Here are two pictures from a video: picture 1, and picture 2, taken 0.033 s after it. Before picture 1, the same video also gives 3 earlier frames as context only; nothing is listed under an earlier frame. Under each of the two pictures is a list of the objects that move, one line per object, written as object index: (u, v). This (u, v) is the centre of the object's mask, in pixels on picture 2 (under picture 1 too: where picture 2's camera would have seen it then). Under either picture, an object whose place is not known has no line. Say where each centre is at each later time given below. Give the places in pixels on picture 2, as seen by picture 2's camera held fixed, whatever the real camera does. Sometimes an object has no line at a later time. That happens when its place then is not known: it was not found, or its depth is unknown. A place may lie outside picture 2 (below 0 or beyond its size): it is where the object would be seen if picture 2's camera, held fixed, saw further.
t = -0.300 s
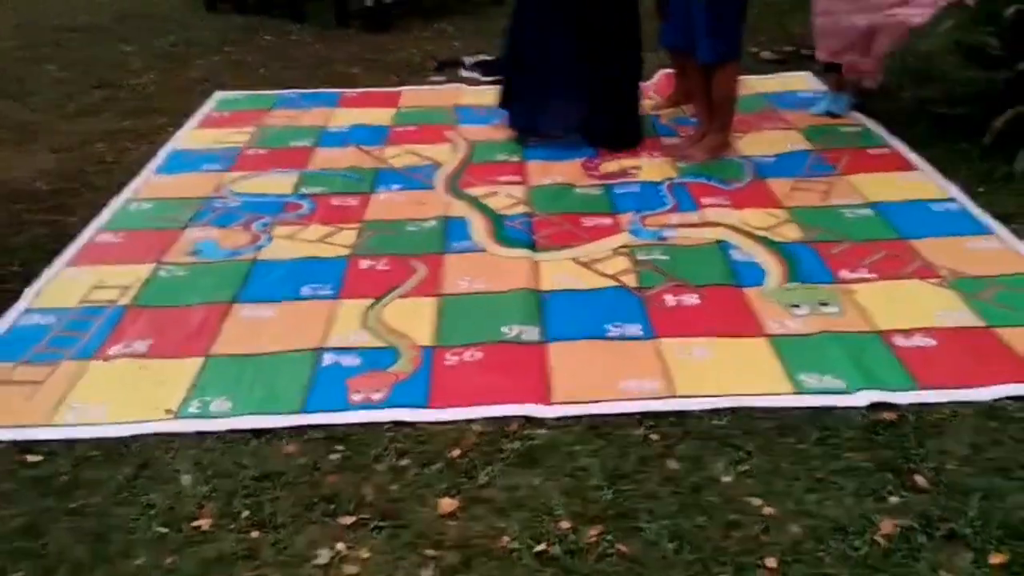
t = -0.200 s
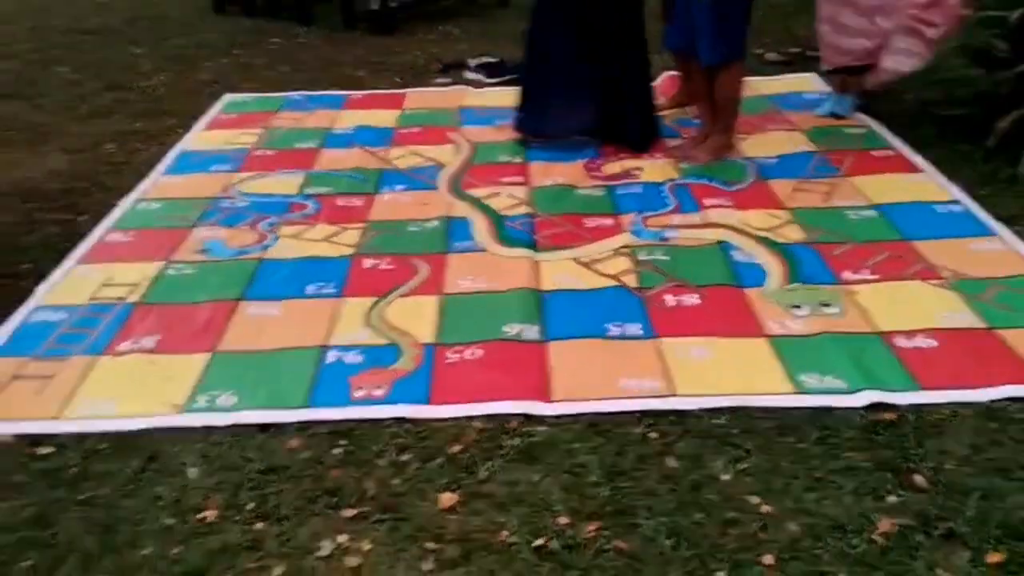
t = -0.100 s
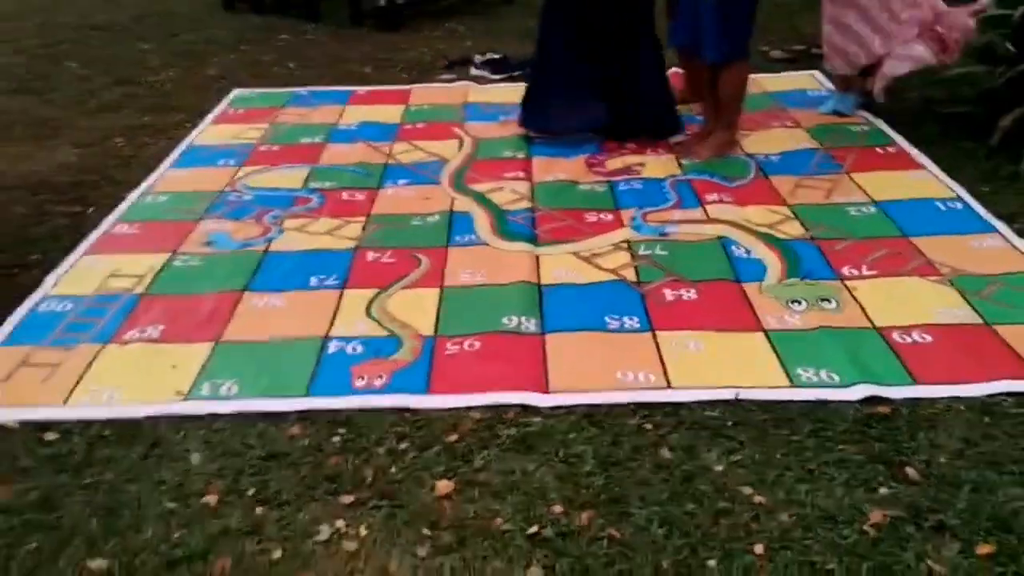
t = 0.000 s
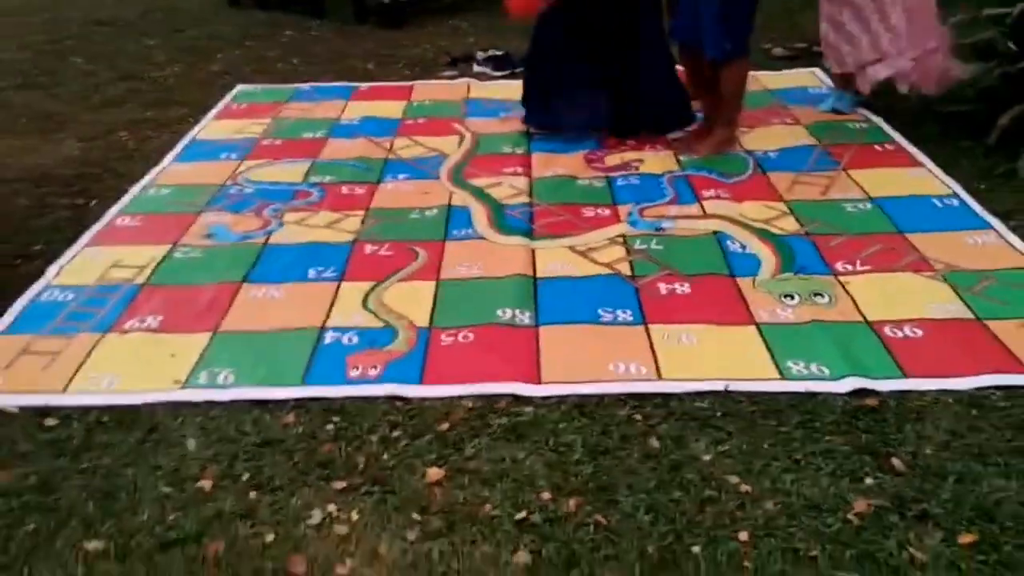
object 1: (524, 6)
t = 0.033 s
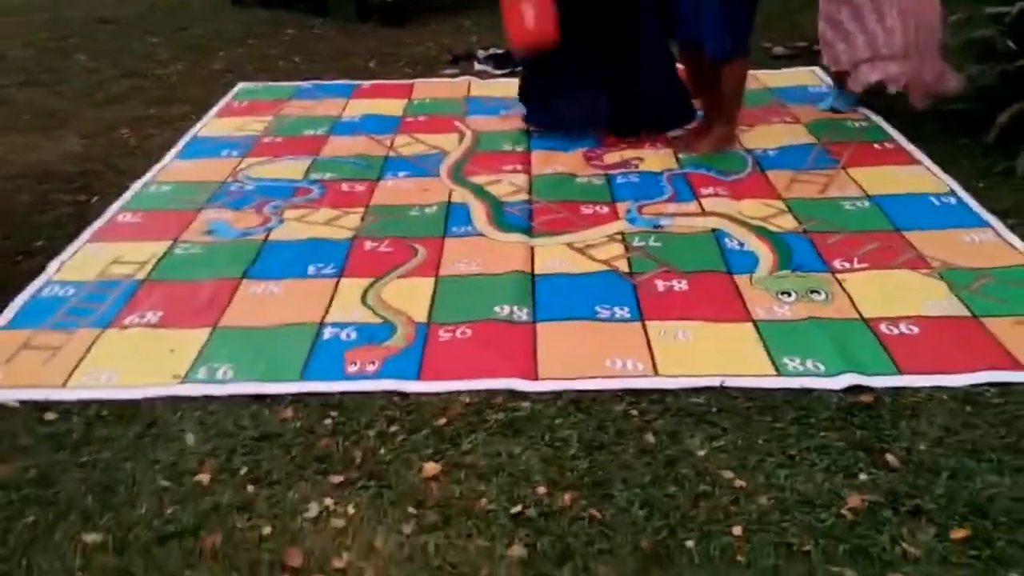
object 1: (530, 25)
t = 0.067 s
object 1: (535, 57)
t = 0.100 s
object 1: (540, 98)
